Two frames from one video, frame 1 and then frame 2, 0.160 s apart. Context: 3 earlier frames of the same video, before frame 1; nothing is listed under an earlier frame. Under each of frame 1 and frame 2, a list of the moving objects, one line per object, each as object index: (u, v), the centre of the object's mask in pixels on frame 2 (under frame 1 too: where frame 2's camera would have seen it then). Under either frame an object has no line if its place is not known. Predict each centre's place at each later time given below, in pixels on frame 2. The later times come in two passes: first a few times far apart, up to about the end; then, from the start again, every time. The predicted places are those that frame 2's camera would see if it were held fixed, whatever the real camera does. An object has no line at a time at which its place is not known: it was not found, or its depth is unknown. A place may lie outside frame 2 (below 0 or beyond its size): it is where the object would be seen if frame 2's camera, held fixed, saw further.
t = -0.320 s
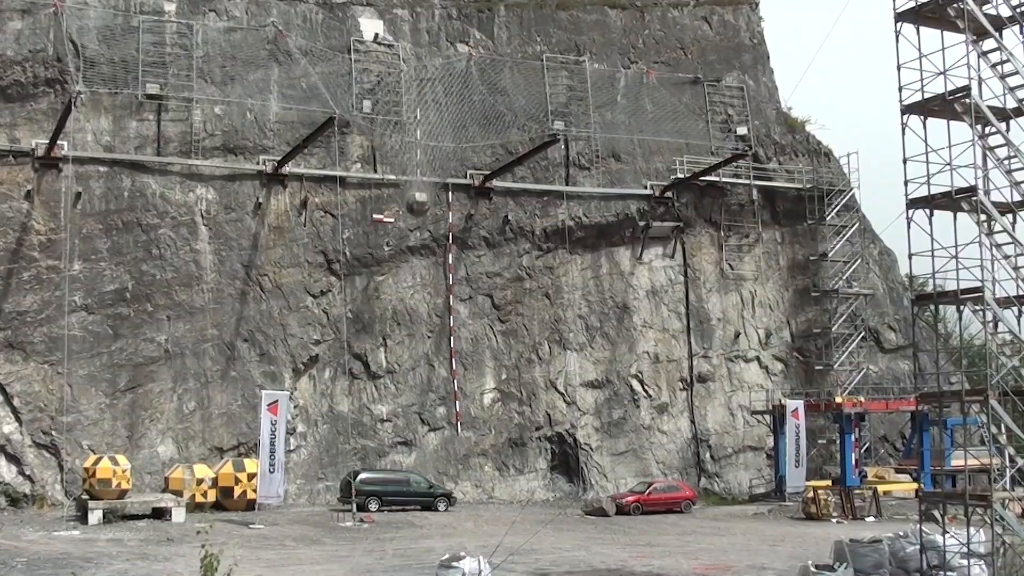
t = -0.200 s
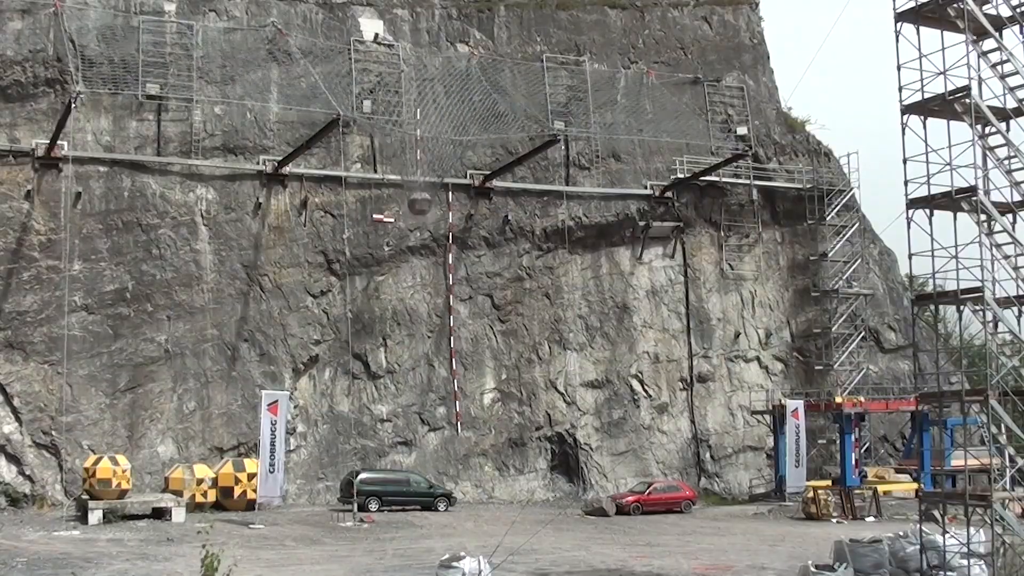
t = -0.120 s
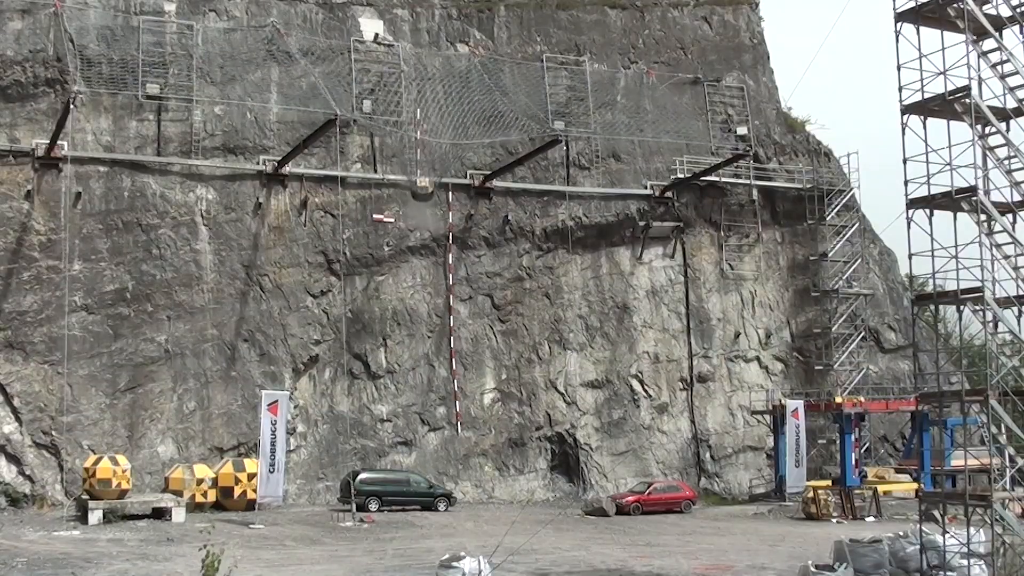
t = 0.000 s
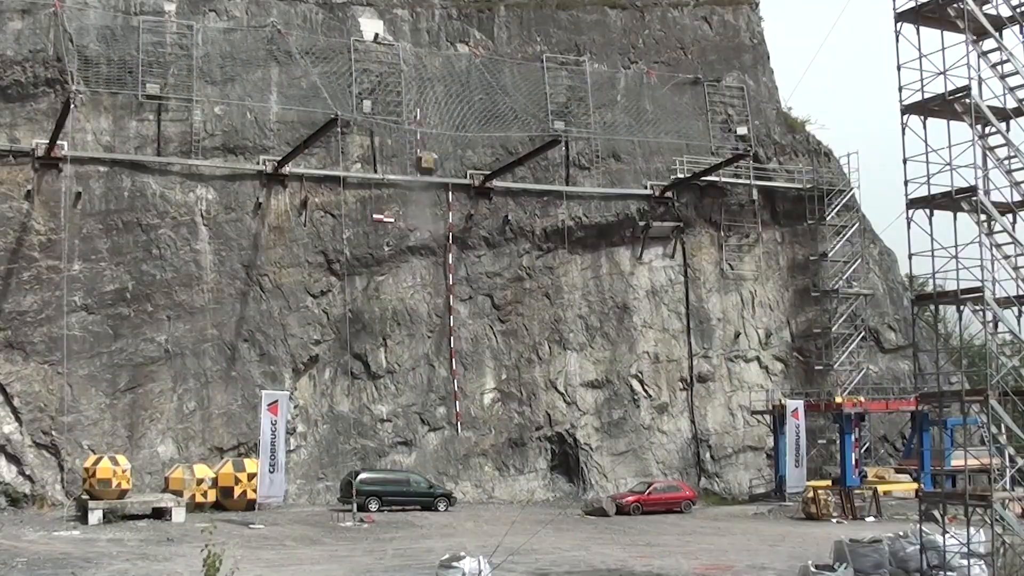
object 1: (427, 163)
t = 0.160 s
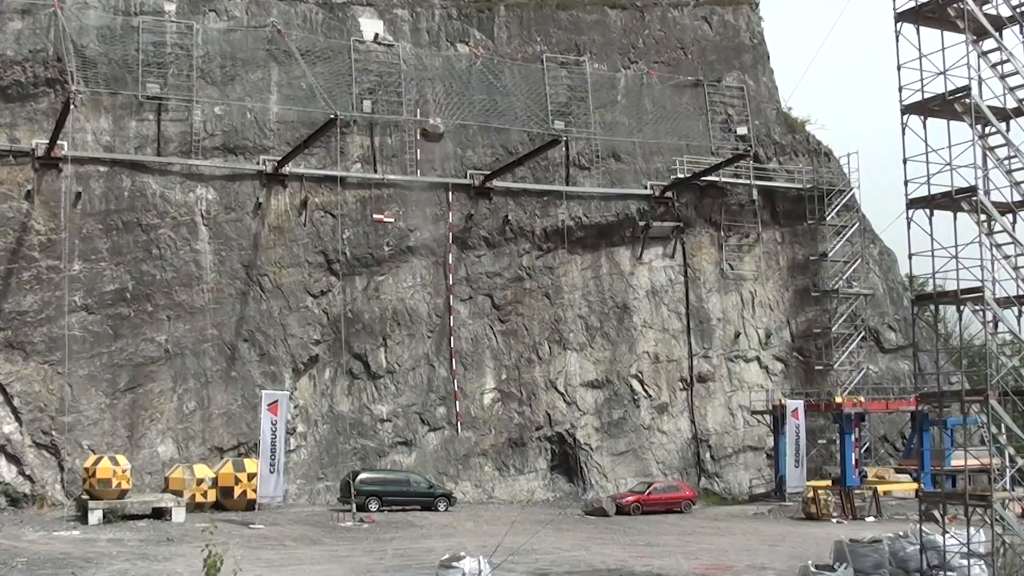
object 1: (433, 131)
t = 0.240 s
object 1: (435, 114)
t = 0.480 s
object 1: (444, 74)
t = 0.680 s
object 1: (448, 54)
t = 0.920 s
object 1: (454, 41)
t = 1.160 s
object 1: (459, 42)
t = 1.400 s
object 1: (465, 57)
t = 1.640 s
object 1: (471, 87)
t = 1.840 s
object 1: (476, 124)
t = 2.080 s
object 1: (484, 180)
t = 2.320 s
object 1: (492, 261)
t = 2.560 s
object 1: (500, 359)
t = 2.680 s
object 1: (504, 416)
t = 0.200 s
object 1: (434, 121)
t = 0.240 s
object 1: (435, 114)
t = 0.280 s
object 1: (437, 106)
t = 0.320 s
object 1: (438, 99)
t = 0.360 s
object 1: (439, 93)
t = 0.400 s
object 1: (441, 87)
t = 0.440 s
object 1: (442, 81)
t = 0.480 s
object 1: (444, 74)
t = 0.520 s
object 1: (445, 70)
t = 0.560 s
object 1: (446, 65)
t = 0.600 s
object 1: (445, 61)
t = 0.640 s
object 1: (447, 57)
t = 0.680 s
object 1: (448, 54)
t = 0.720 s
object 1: (449, 50)
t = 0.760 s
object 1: (450, 48)
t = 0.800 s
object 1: (452, 45)
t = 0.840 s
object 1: (453, 44)
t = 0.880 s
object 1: (453, 42)
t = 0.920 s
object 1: (454, 41)
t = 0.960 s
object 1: (455, 40)
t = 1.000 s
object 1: (455, 39)
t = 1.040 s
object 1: (456, 40)
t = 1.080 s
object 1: (458, 40)
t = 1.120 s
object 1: (458, 41)
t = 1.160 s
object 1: (459, 42)
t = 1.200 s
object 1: (460, 44)
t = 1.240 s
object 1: (461, 45)
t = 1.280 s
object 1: (461, 47)
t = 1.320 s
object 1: (463, 50)
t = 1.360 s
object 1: (465, 54)
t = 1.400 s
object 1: (465, 57)
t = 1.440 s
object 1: (465, 60)
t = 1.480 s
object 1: (466, 63)
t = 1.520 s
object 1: (468, 70)
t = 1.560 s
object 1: (469, 75)
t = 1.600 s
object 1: (471, 80)
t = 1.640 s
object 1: (471, 87)
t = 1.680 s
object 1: (472, 93)
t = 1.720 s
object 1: (474, 100)
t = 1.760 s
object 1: (475, 108)
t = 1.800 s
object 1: (476, 115)
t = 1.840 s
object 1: (476, 124)
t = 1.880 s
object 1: (478, 132)
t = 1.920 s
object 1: (479, 141)
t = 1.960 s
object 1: (481, 152)
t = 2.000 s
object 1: (481, 161)
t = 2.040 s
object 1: (483, 172)
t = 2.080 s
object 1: (484, 180)
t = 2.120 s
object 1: (485, 195)
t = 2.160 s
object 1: (487, 207)
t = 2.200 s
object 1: (489, 219)
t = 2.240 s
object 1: (489, 233)
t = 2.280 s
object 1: (491, 247)
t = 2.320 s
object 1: (492, 261)
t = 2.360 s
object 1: (493, 276)
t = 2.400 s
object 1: (495, 292)
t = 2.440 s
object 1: (496, 308)
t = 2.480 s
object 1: (497, 325)
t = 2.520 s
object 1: (498, 341)
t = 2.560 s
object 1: (500, 359)
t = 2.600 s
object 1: (501, 377)
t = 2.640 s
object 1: (503, 396)
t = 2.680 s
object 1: (504, 416)
